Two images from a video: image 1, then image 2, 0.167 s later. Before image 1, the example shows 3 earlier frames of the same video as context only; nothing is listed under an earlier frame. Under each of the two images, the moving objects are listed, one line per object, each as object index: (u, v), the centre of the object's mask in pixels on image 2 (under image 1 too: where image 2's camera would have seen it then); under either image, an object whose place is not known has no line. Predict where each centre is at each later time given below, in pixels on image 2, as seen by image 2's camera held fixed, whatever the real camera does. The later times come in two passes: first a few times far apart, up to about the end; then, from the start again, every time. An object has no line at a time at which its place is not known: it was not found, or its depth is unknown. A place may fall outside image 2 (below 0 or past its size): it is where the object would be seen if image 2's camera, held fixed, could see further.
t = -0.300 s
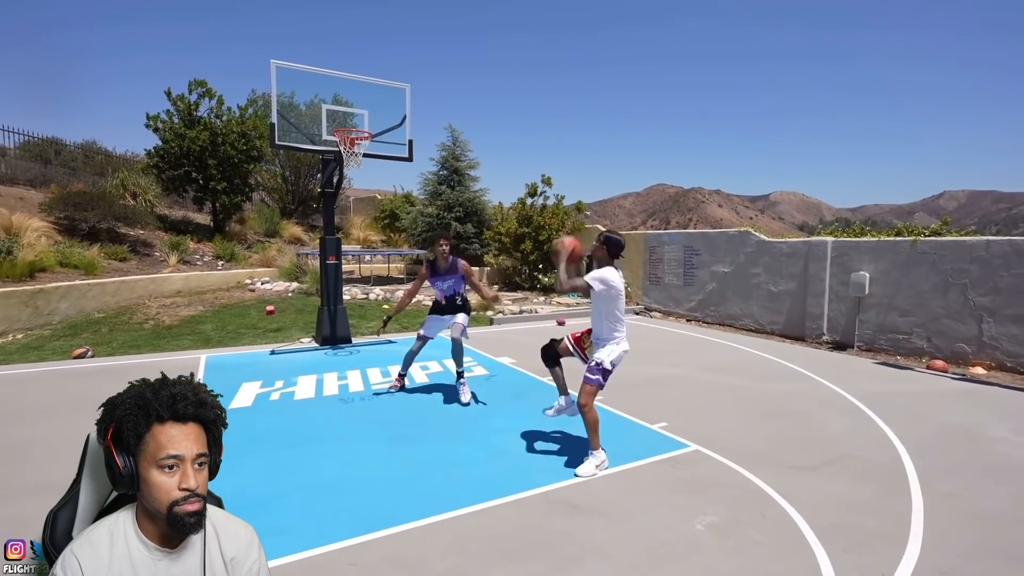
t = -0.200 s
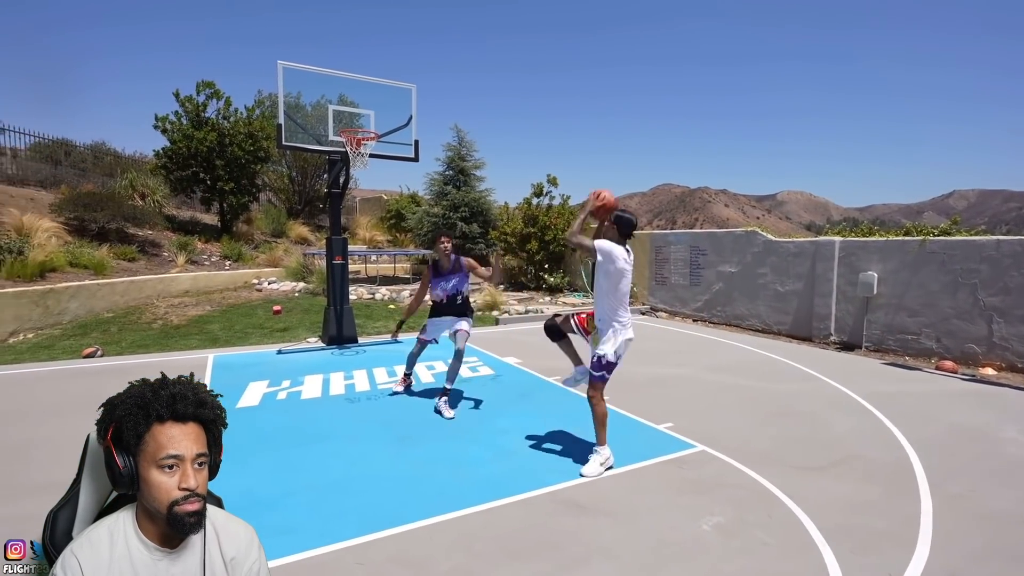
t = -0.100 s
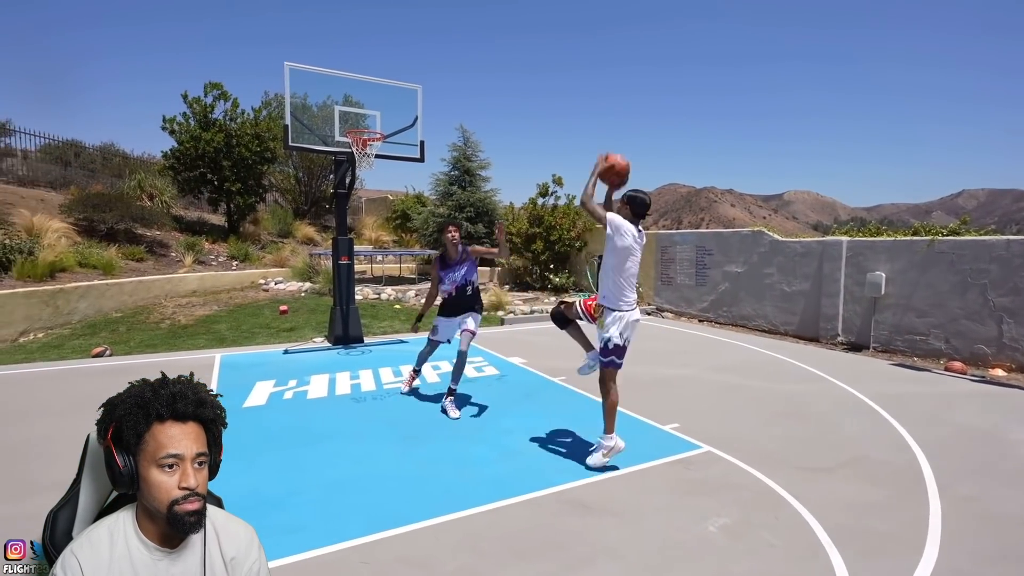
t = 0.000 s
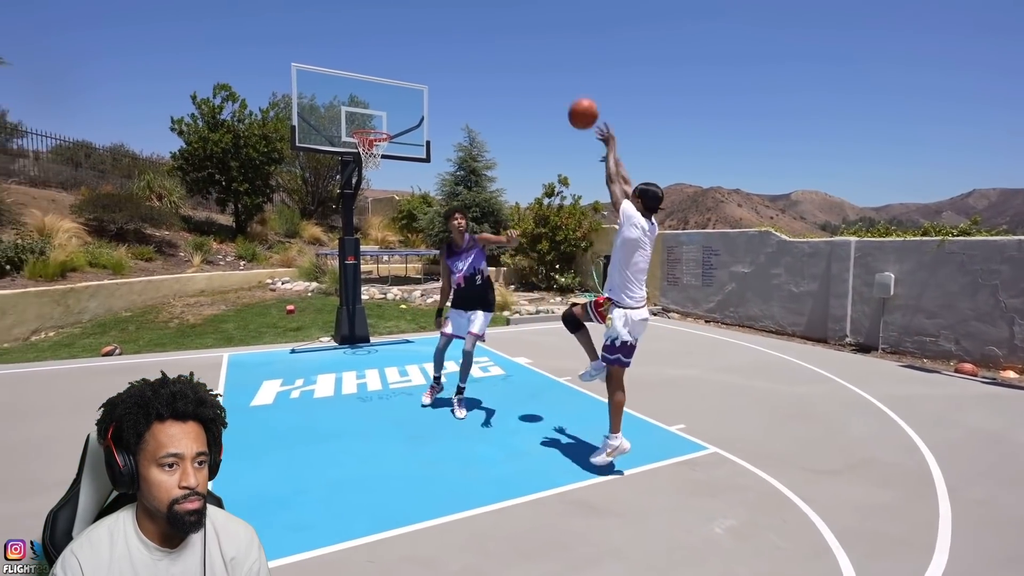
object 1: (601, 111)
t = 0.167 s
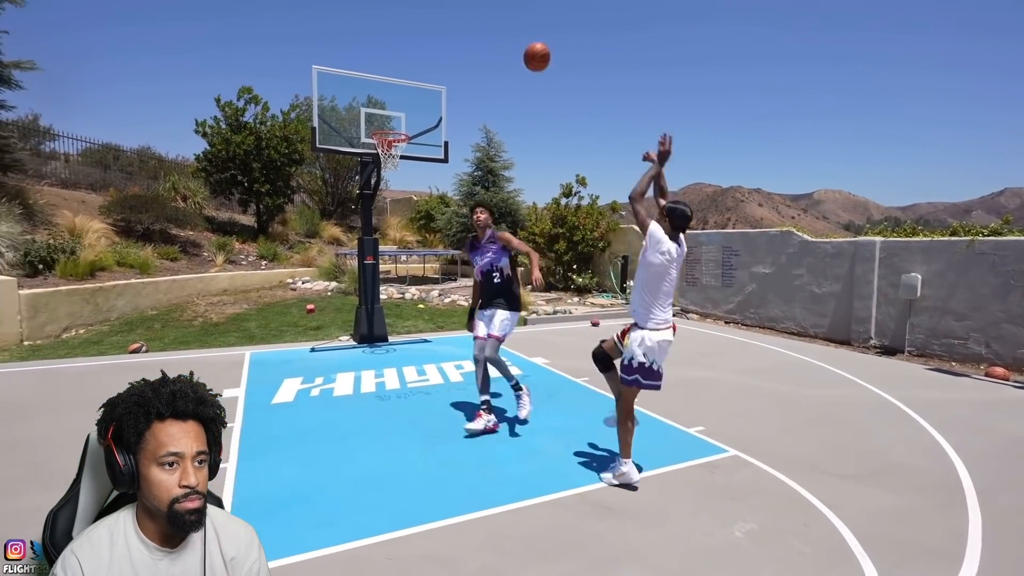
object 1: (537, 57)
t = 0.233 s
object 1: (515, 46)
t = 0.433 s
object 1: (462, 48)
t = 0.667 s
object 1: (415, 88)
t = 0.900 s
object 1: (392, 145)
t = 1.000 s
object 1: (392, 157)
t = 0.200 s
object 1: (525, 51)
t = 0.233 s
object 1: (515, 46)
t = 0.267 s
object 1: (505, 44)
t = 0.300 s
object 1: (496, 42)
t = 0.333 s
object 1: (487, 42)
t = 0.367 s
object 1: (478, 43)
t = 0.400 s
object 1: (470, 45)
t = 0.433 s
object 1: (462, 48)
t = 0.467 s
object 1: (455, 52)
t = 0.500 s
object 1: (447, 56)
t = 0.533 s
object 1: (440, 61)
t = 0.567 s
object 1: (433, 68)
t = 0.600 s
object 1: (427, 74)
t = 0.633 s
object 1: (420, 81)
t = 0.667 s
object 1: (415, 88)
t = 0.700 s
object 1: (409, 97)
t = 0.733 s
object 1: (403, 105)
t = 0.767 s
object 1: (398, 115)
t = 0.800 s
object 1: (393, 125)
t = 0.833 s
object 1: (388, 131)
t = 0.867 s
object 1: (387, 141)
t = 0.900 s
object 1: (392, 145)
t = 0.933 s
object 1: (399, 148)
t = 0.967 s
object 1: (396, 153)
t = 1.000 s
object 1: (392, 157)
